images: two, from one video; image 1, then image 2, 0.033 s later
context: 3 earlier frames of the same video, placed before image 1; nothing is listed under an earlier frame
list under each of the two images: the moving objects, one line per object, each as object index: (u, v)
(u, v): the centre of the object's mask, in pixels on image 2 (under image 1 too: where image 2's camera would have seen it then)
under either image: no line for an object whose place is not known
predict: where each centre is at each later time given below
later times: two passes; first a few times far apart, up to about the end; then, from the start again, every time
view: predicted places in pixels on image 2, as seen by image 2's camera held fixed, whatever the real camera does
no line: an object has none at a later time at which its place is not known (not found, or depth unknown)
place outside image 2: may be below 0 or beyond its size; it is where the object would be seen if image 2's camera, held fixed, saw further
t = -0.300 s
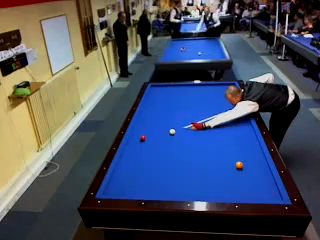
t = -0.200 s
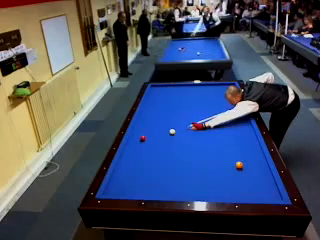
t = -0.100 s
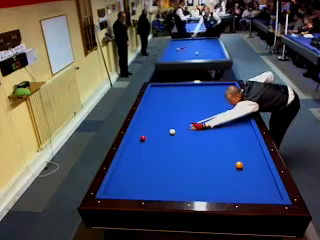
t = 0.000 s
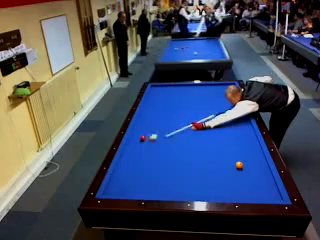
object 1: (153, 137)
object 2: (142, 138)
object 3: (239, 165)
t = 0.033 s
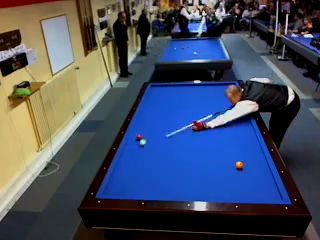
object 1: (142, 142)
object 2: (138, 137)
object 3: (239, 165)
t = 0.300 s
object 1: (145, 182)
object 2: (164, 131)
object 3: (239, 165)
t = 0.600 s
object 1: (211, 137)
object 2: (200, 126)
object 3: (239, 165)
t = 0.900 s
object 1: (242, 112)
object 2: (233, 122)
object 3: (239, 165)
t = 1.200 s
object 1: (213, 97)
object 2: (234, 119)
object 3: (239, 165)
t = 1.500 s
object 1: (194, 85)
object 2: (215, 119)
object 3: (239, 165)
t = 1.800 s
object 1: (172, 92)
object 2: (197, 118)
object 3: (239, 165)
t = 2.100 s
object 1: (148, 100)
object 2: (180, 117)
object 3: (239, 165)
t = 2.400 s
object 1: (157, 108)
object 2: (164, 117)
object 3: (239, 165)
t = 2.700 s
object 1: (169, 117)
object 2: (149, 116)
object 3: (239, 165)
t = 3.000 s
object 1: (184, 128)
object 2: (142, 116)
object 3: (239, 165)
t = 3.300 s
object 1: (201, 141)
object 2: (151, 115)
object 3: (239, 165)
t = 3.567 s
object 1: (218, 154)
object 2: (158, 115)
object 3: (239, 165)
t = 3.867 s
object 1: (235, 173)
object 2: (167, 115)
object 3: (245, 166)
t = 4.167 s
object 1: (247, 194)
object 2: (174, 114)
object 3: (258, 166)
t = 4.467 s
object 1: (257, 185)
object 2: (182, 114)
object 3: (263, 167)
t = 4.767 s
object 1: (265, 175)
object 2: (189, 114)
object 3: (256, 168)
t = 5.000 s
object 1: (264, 167)
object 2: (194, 114)
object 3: (250, 169)
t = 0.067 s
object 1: (134, 149)
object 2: (132, 136)
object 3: (239, 165)
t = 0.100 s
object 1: (125, 156)
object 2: (134, 135)
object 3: (239, 165)
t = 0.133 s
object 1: (120, 163)
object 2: (140, 134)
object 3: (239, 165)
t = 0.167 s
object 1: (123, 172)
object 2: (145, 134)
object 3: (239, 165)
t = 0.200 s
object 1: (125, 180)
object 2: (150, 133)
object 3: (239, 165)
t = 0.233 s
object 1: (127, 190)
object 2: (155, 132)
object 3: (239, 165)
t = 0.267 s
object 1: (136, 189)
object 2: (159, 131)
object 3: (239, 165)
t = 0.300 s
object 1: (145, 182)
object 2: (164, 131)
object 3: (239, 165)
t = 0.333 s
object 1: (155, 176)
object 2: (169, 131)
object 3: (239, 165)
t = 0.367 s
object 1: (164, 170)
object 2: (173, 131)
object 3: (239, 165)
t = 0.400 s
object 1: (172, 164)
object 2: (177, 130)
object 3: (239, 165)
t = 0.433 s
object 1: (179, 159)
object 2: (180, 130)
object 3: (239, 165)
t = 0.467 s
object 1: (186, 154)
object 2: (184, 128)
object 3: (239, 165)
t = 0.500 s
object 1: (193, 149)
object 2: (188, 128)
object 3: (239, 165)
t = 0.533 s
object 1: (199, 145)
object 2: (193, 128)
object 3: (239, 165)
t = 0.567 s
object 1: (204, 141)
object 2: (195, 127)
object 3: (239, 165)
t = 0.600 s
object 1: (211, 137)
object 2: (200, 126)
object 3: (239, 165)
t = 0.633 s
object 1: (216, 134)
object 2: (203, 126)
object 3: (239, 165)
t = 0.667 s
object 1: (220, 131)
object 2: (207, 125)
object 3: (239, 165)
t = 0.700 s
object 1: (225, 128)
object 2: (211, 124)
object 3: (239, 165)
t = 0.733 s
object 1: (229, 125)
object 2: (215, 124)
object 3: (239, 165)
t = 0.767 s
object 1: (233, 122)
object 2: (219, 124)
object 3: (239, 165)
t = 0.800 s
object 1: (237, 119)
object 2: (222, 123)
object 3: (239, 165)
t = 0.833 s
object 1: (241, 117)
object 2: (226, 123)
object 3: (239, 165)
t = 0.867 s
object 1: (244, 115)
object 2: (229, 122)
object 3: (239, 165)
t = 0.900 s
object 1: (242, 112)
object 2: (233, 122)
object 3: (239, 165)
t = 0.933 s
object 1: (237, 110)
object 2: (237, 121)
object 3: (239, 165)
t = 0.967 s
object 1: (233, 108)
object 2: (240, 121)
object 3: (239, 165)
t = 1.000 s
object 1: (229, 107)
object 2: (244, 120)
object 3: (239, 165)
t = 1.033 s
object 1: (226, 105)
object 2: (247, 120)
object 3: (239, 165)
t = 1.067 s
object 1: (224, 103)
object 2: (245, 120)
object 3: (239, 165)
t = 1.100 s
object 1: (221, 101)
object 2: (242, 120)
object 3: (239, 165)
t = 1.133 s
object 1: (218, 100)
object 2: (240, 119)
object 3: (239, 165)
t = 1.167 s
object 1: (215, 98)
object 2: (237, 119)
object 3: (239, 165)
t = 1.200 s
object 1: (213, 97)
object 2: (234, 119)
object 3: (239, 165)
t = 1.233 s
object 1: (210, 96)
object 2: (231, 119)
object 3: (239, 165)
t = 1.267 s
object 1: (208, 94)
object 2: (229, 119)
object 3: (239, 165)
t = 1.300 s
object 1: (206, 92)
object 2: (227, 119)
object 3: (239, 165)
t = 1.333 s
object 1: (204, 91)
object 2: (225, 119)
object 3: (239, 165)
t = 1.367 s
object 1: (202, 90)
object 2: (223, 119)
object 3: (239, 165)
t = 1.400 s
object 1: (200, 89)
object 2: (221, 119)
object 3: (239, 165)
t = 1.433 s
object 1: (198, 88)
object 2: (219, 119)
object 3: (239, 165)
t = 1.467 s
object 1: (196, 86)
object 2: (217, 119)
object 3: (239, 165)
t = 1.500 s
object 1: (194, 85)
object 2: (215, 119)
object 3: (239, 165)
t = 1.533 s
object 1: (192, 84)
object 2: (213, 119)
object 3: (239, 165)
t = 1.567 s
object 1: (189, 85)
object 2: (211, 118)
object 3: (239, 165)
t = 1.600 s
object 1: (187, 86)
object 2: (209, 118)
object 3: (239, 165)
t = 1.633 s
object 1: (185, 87)
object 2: (207, 118)
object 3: (239, 165)
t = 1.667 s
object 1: (182, 88)
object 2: (205, 119)
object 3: (239, 165)
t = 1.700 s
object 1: (179, 89)
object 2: (203, 118)
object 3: (239, 165)
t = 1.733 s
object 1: (177, 90)
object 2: (201, 118)
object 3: (239, 165)
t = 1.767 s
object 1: (174, 91)
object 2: (199, 118)
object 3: (239, 165)
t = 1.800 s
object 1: (172, 92)
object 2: (197, 118)
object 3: (239, 165)
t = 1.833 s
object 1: (169, 92)
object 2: (195, 118)
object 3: (239, 165)
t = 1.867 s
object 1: (166, 93)
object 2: (193, 118)
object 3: (239, 165)
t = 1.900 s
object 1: (164, 94)
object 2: (191, 118)
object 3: (239, 165)
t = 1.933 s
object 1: (161, 95)
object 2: (189, 118)
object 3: (239, 165)
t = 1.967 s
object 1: (158, 96)
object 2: (187, 118)
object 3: (239, 165)
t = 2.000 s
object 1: (155, 97)
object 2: (185, 118)
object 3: (239, 165)
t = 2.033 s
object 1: (153, 98)
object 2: (183, 118)
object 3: (239, 165)
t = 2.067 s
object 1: (150, 99)
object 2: (182, 118)
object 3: (239, 165)
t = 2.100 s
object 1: (148, 100)
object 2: (180, 117)
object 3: (239, 165)
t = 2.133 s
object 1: (146, 101)
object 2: (178, 117)
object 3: (239, 165)
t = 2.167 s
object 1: (148, 101)
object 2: (176, 117)
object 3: (239, 165)
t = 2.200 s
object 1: (150, 102)
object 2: (174, 117)
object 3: (239, 165)
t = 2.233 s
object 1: (151, 103)
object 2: (173, 117)
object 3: (239, 165)
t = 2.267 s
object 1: (152, 104)
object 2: (171, 117)
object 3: (239, 165)
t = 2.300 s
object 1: (153, 105)
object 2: (169, 117)
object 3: (239, 165)
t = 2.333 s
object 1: (155, 106)
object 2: (167, 117)
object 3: (239, 165)
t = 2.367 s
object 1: (156, 107)
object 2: (166, 117)
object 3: (239, 165)
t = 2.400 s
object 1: (157, 108)
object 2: (164, 117)
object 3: (239, 165)
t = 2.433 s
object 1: (158, 108)
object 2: (162, 117)
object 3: (239, 165)
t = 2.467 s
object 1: (159, 109)
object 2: (161, 117)
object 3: (239, 165)
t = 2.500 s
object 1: (161, 111)
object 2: (159, 116)
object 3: (239, 165)
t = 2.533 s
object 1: (162, 112)
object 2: (157, 116)
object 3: (239, 165)
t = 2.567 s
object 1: (164, 113)
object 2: (156, 116)
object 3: (239, 165)
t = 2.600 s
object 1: (165, 114)
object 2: (154, 116)
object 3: (239, 165)
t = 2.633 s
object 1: (166, 115)
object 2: (153, 116)
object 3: (239, 165)
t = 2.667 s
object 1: (168, 116)
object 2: (151, 116)
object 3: (239, 165)
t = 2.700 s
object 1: (169, 117)
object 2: (149, 116)
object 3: (239, 165)
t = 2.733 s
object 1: (171, 118)
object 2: (147, 116)
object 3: (239, 165)
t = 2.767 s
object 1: (172, 119)
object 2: (145, 116)
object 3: (239, 165)
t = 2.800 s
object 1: (174, 120)
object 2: (144, 116)
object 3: (239, 165)
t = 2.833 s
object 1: (175, 121)
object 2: (142, 116)
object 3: (239, 165)
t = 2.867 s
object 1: (177, 123)
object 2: (141, 116)
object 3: (239, 165)
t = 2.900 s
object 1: (179, 124)
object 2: (139, 116)
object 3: (239, 165)
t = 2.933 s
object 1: (180, 125)
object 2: (140, 116)
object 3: (239, 165)
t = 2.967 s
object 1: (182, 127)
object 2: (141, 116)
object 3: (239, 165)
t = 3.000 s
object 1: (184, 128)
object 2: (142, 116)
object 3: (239, 165)
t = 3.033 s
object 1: (185, 129)
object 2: (143, 116)
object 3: (239, 165)
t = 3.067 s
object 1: (187, 131)
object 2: (144, 116)
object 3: (239, 165)
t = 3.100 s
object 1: (189, 132)
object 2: (145, 115)
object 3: (239, 165)
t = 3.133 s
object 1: (191, 134)
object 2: (146, 116)
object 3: (239, 165)
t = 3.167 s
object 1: (193, 135)
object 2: (147, 115)
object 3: (239, 165)
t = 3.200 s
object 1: (195, 136)
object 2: (148, 116)
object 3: (239, 165)
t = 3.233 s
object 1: (196, 138)
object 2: (149, 115)
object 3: (239, 165)
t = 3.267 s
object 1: (198, 139)
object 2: (150, 115)
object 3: (239, 165)
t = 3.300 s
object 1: (201, 141)
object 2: (151, 115)
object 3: (239, 165)
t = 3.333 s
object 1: (202, 142)
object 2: (152, 115)
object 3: (239, 165)
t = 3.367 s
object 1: (204, 144)
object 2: (153, 115)
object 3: (239, 165)
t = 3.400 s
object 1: (207, 146)
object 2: (154, 115)
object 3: (239, 165)
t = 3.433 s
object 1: (209, 147)
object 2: (155, 115)
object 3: (239, 165)
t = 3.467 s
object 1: (211, 149)
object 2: (156, 115)
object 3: (239, 165)
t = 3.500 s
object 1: (213, 151)
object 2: (157, 115)
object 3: (239, 165)
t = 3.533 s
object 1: (216, 153)
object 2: (157, 115)
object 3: (239, 165)
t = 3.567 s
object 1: (218, 154)
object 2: (158, 115)
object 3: (239, 165)
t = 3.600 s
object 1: (221, 156)
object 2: (159, 115)
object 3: (239, 165)
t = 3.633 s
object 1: (223, 158)
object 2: (160, 115)
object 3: (239, 165)
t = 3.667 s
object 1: (226, 160)
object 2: (161, 115)
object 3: (239, 165)
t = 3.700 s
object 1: (228, 162)
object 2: (162, 115)
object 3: (239, 165)
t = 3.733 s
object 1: (231, 164)
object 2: (163, 115)
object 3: (239, 165)
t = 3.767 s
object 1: (232, 166)
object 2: (164, 115)
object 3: (241, 165)
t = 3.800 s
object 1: (233, 168)
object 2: (165, 115)
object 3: (242, 165)
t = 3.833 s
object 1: (235, 170)
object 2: (166, 115)
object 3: (244, 165)
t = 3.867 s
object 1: (235, 173)
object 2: (167, 115)
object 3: (245, 166)
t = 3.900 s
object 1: (237, 175)
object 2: (167, 115)
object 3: (247, 166)
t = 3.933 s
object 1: (238, 177)
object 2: (168, 114)
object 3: (248, 166)
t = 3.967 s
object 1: (239, 179)
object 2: (169, 114)
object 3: (249, 165)
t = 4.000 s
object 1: (240, 181)
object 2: (170, 115)
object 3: (251, 165)
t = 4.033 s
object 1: (242, 184)
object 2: (171, 114)
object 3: (252, 166)
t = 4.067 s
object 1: (243, 186)
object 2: (172, 114)
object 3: (254, 166)
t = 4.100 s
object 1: (244, 189)
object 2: (172, 114)
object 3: (255, 166)
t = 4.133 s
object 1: (246, 192)
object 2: (173, 114)
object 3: (257, 166)
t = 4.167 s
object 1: (247, 194)
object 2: (174, 114)
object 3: (258, 166)
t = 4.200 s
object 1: (248, 196)
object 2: (175, 114)
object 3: (260, 166)
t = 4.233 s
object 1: (250, 195)
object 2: (176, 114)
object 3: (261, 166)
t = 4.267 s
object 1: (251, 194)
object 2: (177, 114)
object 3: (263, 167)
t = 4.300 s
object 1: (252, 192)
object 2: (178, 114)
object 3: (264, 167)
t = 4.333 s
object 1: (253, 191)
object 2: (178, 114)
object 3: (265, 167)
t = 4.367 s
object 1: (254, 190)
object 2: (179, 114)
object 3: (265, 167)
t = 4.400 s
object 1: (255, 188)
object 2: (180, 114)
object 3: (264, 167)
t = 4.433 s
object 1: (255, 187)
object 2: (181, 114)
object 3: (263, 167)
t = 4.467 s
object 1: (257, 185)
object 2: (182, 114)
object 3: (263, 167)
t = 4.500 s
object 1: (258, 184)
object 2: (183, 114)
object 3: (262, 167)
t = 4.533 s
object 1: (258, 183)
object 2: (184, 114)
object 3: (261, 167)
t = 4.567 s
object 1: (260, 182)
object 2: (184, 114)
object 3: (261, 167)
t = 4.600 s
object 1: (260, 181)
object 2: (185, 114)
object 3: (260, 168)
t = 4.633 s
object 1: (261, 180)
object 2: (186, 114)
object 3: (260, 167)
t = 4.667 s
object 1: (262, 178)
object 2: (186, 114)
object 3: (258, 168)
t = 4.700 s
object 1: (263, 177)
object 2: (187, 114)
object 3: (257, 168)
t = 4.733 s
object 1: (264, 176)
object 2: (188, 114)
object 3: (257, 168)
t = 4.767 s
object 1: (265, 175)
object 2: (189, 114)
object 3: (256, 168)
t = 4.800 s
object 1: (266, 174)
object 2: (189, 114)
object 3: (255, 168)
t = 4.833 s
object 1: (266, 173)
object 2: (190, 114)
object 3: (255, 168)
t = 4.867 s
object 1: (267, 171)
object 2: (191, 114)
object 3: (254, 168)
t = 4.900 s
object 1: (267, 170)
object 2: (192, 114)
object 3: (253, 168)
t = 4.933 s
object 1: (266, 169)
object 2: (193, 114)
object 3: (252, 168)
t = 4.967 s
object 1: (265, 168)
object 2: (193, 114)
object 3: (251, 169)
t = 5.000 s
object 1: (264, 167)
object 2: (194, 114)
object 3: (250, 169)
